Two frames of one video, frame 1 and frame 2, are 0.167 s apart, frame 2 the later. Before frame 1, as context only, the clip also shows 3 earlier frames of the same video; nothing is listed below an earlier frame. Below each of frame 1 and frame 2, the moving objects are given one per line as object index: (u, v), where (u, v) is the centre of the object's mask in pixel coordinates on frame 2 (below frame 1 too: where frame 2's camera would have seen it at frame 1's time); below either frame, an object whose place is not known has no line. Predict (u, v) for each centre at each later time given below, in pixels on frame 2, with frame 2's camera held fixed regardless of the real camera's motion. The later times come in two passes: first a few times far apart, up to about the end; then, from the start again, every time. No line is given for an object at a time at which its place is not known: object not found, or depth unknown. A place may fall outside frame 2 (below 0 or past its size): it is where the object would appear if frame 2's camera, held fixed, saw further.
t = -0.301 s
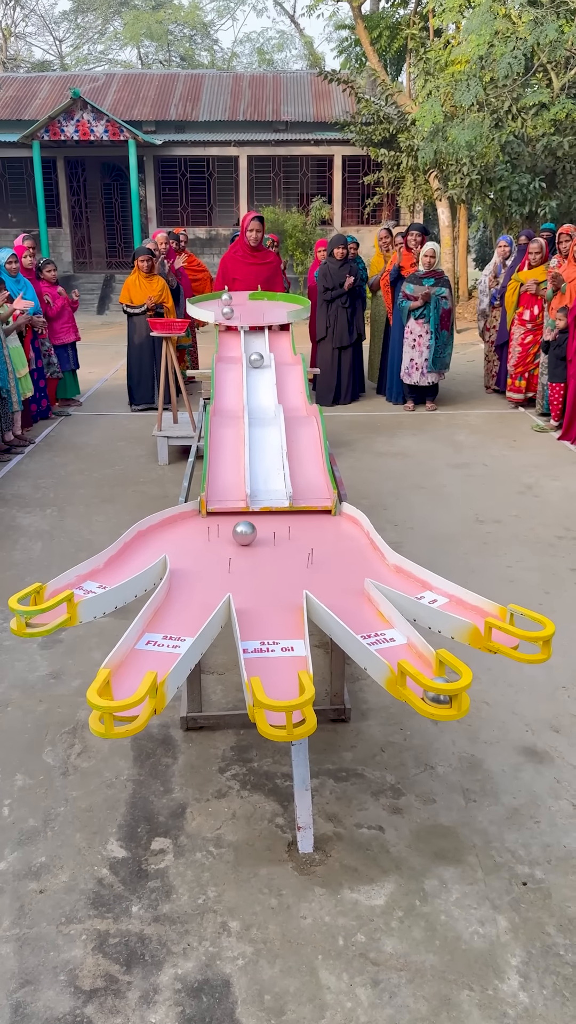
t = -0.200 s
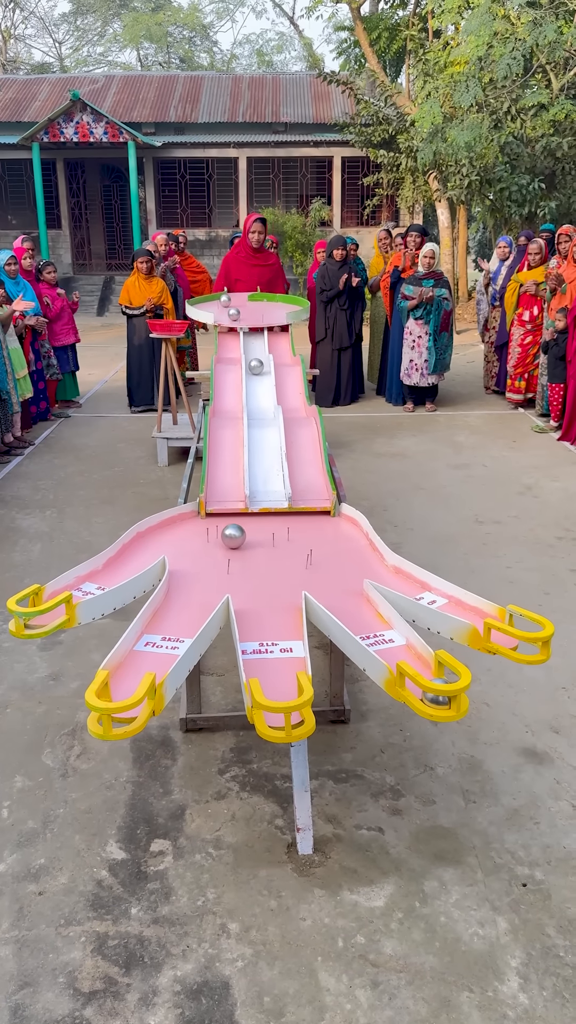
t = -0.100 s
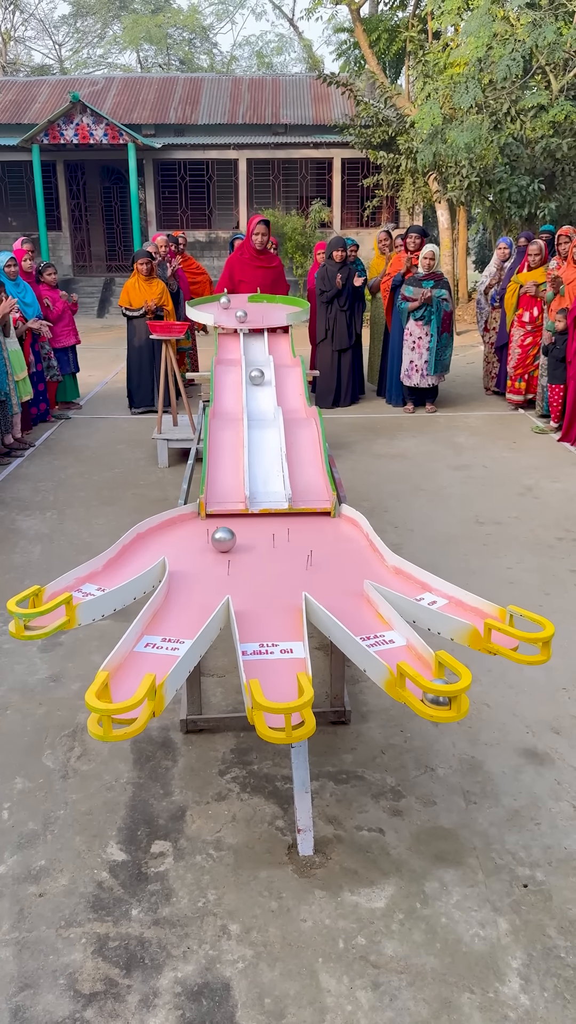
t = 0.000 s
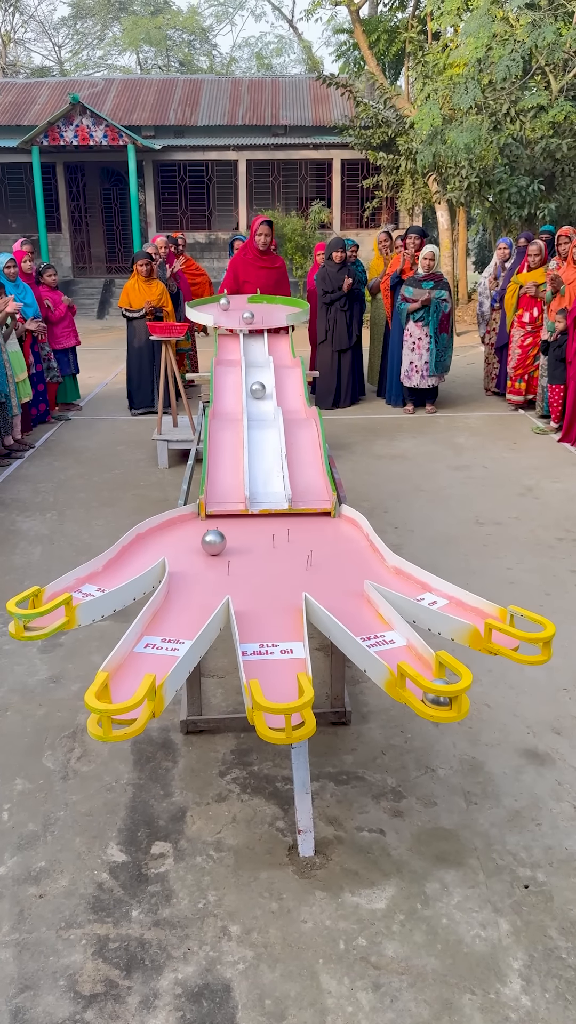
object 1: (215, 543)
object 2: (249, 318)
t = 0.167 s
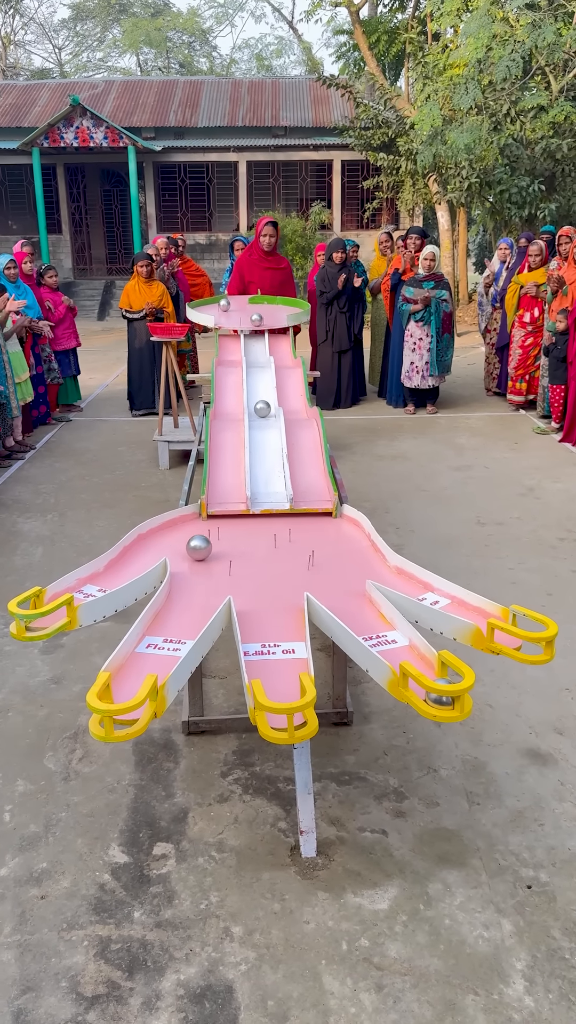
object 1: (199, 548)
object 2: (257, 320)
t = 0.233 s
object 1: (192, 550)
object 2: (257, 321)
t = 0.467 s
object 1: (178, 555)
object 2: (257, 350)
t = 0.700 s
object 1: (180, 554)
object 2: (260, 360)
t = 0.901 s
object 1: (180, 556)
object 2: (261, 360)
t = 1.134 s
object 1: (181, 558)
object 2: (261, 359)
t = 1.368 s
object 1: (183, 563)
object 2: (261, 364)
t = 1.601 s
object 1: (197, 573)
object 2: (261, 379)
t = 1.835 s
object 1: (211, 585)
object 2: (264, 407)
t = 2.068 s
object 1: (217, 592)
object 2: (268, 410)
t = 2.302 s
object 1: (213, 593)
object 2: (270, 420)
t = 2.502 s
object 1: (210, 595)
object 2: (272, 456)
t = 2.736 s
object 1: (207, 598)
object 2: (277, 501)
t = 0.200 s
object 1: (196, 549)
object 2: (257, 320)
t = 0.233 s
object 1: (192, 550)
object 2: (257, 321)
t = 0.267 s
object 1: (189, 551)
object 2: (256, 322)
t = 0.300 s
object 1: (186, 552)
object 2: (256, 324)
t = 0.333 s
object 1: (183, 554)
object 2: (256, 329)
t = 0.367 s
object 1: (180, 555)
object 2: (256, 335)
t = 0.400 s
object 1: (178, 556)
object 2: (256, 343)
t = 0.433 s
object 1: (178, 555)
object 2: (257, 347)
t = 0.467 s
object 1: (178, 555)
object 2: (257, 350)
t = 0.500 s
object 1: (178, 555)
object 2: (257, 352)
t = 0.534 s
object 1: (179, 554)
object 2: (258, 355)
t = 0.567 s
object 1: (179, 554)
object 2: (258, 357)
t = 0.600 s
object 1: (179, 554)
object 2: (258, 358)
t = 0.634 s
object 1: (179, 554)
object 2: (259, 359)
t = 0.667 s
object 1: (179, 554)
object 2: (259, 360)
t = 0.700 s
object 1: (180, 554)
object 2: (260, 360)
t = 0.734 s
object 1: (180, 554)
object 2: (260, 361)
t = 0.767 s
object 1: (180, 555)
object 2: (261, 361)
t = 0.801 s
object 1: (180, 555)
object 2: (261, 361)
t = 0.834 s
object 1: (180, 555)
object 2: (261, 360)
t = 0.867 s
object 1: (180, 555)
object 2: (261, 360)
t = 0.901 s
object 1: (180, 556)
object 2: (261, 360)
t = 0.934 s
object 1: (180, 556)
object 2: (261, 360)
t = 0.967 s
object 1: (180, 556)
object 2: (261, 359)
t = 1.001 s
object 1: (181, 557)
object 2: (261, 359)
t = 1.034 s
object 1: (181, 557)
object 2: (261, 359)
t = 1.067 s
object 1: (181, 557)
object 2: (261, 359)
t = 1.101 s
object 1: (181, 558)
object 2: (261, 359)
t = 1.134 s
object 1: (181, 558)
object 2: (261, 359)
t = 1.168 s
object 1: (181, 559)
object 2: (261, 359)
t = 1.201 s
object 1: (182, 559)
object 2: (261, 360)
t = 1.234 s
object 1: (182, 560)
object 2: (262, 360)
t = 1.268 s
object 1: (182, 561)
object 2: (262, 361)
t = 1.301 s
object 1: (182, 561)
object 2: (261, 362)
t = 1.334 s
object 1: (182, 562)
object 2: (261, 363)
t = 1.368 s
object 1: (183, 563)
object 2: (261, 364)
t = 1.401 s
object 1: (186, 565)
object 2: (261, 365)
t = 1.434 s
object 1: (188, 566)
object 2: (261, 366)
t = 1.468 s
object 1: (189, 567)
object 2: (261, 368)
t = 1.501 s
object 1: (192, 569)
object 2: (261, 370)
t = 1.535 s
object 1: (193, 570)
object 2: (261, 373)
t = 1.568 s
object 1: (195, 571)
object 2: (261, 376)
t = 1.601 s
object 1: (197, 573)
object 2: (261, 379)
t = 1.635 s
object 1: (200, 574)
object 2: (262, 383)
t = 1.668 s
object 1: (202, 576)
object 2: (262, 387)
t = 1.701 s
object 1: (203, 578)
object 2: (263, 392)
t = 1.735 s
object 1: (205, 579)
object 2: (263, 397)
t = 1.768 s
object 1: (207, 581)
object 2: (263, 401)
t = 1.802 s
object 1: (209, 583)
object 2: (264, 405)
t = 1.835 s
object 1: (211, 585)
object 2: (264, 407)
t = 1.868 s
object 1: (213, 587)
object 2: (265, 410)
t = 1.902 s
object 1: (215, 588)
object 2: (266, 410)
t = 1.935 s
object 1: (217, 590)
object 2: (266, 410)
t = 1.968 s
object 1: (218, 591)
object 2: (267, 410)
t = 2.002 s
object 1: (219, 592)
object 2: (268, 410)
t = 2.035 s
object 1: (218, 592)
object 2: (268, 410)
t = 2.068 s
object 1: (217, 592)
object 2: (268, 410)
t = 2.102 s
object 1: (216, 592)
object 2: (268, 410)
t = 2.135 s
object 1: (216, 592)
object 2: (269, 411)
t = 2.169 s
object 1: (215, 592)
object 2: (269, 412)
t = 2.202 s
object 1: (214, 593)
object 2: (269, 412)
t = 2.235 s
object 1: (214, 593)
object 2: (270, 414)
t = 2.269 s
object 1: (213, 593)
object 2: (270, 418)
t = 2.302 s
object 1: (213, 593)
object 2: (270, 420)
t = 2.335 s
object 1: (213, 593)
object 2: (270, 424)
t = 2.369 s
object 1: (212, 594)
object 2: (270, 429)
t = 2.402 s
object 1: (212, 594)
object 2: (271, 435)
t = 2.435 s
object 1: (211, 594)
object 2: (271, 441)
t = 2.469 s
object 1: (211, 594)
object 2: (271, 449)
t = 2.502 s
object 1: (210, 595)
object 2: (272, 456)
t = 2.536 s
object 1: (210, 595)
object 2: (272, 463)
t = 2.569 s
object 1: (209, 595)
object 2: (273, 470)
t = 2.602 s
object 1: (209, 596)
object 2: (274, 477)
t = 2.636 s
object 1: (209, 596)
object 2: (274, 484)
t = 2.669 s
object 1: (208, 597)
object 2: (275, 488)
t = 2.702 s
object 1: (208, 597)
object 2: (276, 495)
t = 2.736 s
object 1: (207, 598)
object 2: (277, 501)
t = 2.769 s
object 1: (207, 598)
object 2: (279, 509)
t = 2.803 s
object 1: (207, 599)
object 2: (280, 521)
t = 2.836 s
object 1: (206, 600)
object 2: (277, 525)
